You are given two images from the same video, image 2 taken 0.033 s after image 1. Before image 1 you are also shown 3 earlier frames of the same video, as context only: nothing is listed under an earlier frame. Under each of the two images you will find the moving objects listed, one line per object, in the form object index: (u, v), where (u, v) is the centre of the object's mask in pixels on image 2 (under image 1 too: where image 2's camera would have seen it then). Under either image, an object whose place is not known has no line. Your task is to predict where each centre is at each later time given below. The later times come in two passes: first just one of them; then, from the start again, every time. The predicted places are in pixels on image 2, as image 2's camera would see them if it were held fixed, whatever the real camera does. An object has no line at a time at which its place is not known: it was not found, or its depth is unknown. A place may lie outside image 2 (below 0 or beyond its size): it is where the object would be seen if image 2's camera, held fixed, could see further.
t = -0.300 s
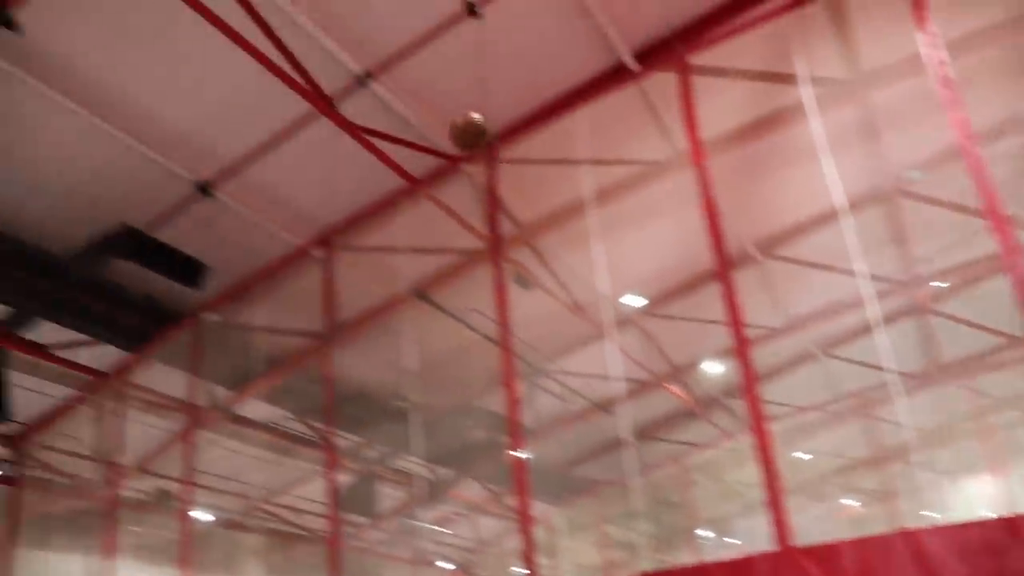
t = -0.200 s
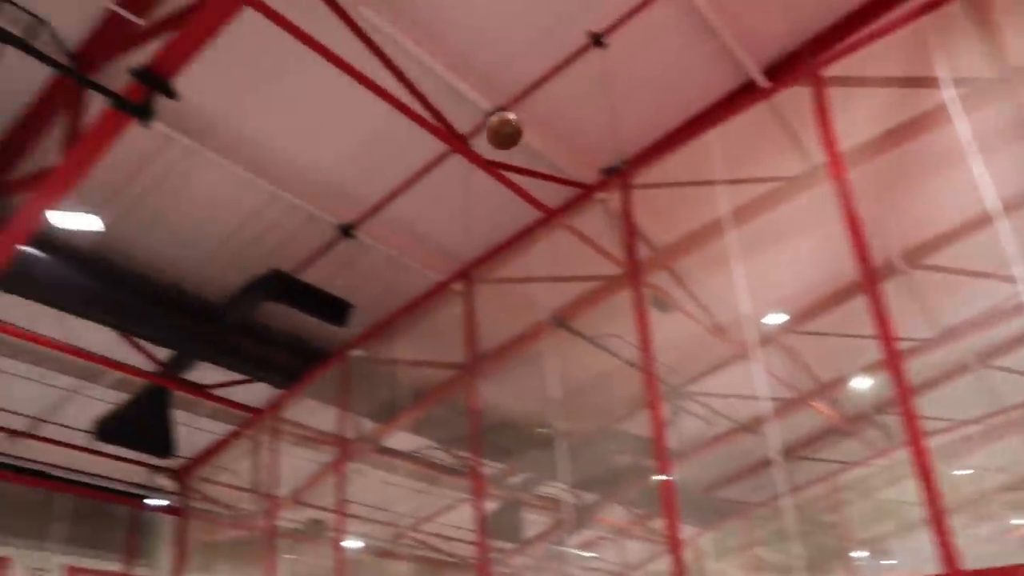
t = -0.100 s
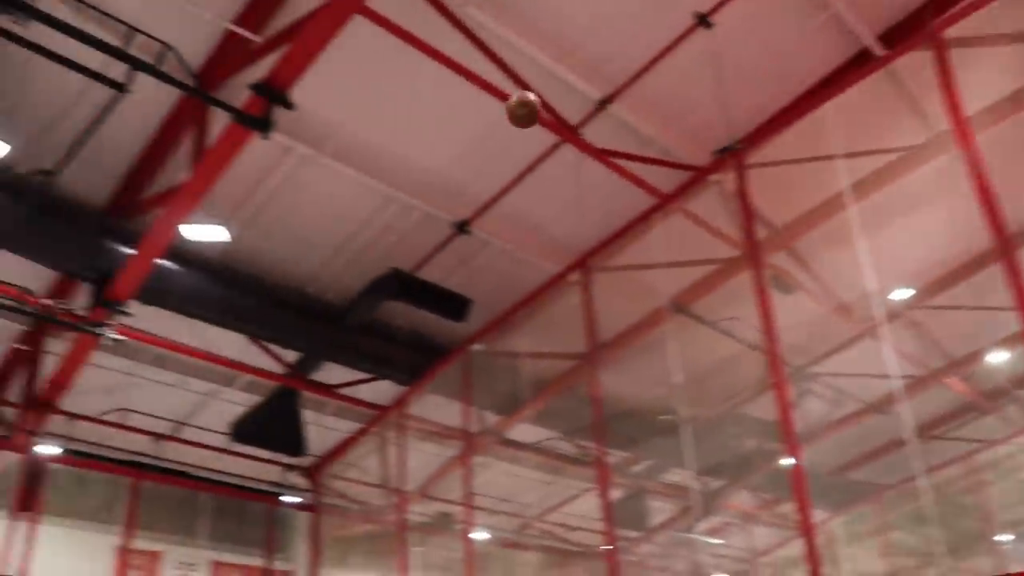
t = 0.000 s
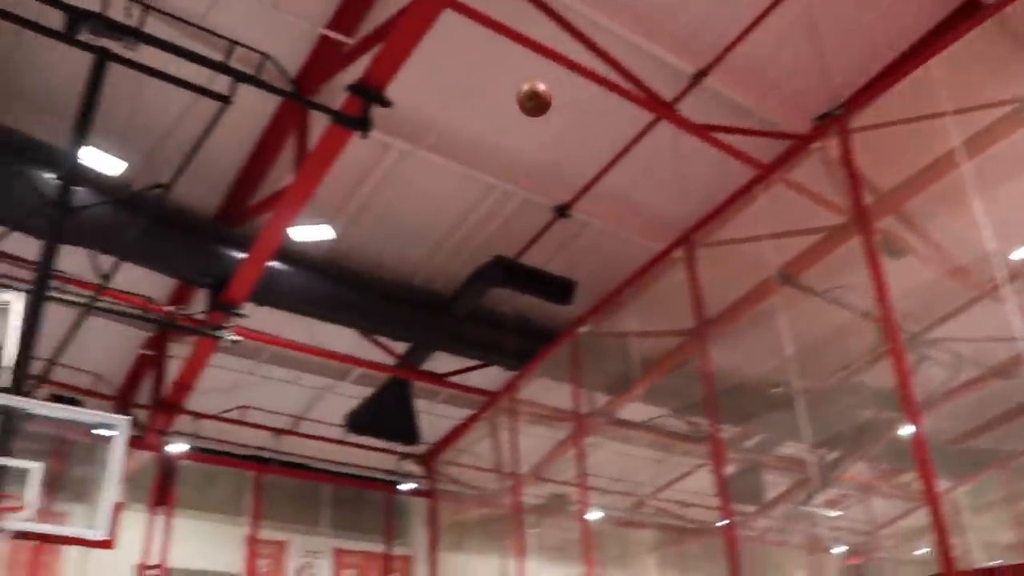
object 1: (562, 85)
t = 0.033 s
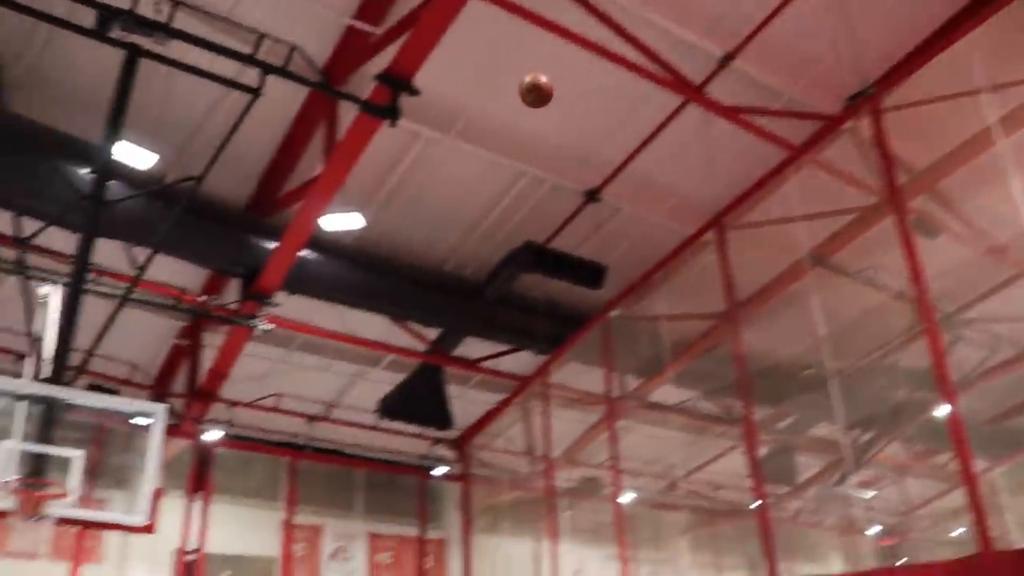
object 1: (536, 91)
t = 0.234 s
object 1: (392, 149)
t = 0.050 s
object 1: (523, 94)
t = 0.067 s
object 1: (510, 98)
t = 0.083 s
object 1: (497, 102)
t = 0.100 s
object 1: (485, 106)
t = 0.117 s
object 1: (472, 111)
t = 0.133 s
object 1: (461, 115)
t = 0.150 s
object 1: (449, 121)
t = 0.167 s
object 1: (438, 126)
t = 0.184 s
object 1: (427, 131)
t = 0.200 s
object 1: (415, 137)
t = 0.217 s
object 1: (403, 143)
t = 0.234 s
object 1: (392, 149)
